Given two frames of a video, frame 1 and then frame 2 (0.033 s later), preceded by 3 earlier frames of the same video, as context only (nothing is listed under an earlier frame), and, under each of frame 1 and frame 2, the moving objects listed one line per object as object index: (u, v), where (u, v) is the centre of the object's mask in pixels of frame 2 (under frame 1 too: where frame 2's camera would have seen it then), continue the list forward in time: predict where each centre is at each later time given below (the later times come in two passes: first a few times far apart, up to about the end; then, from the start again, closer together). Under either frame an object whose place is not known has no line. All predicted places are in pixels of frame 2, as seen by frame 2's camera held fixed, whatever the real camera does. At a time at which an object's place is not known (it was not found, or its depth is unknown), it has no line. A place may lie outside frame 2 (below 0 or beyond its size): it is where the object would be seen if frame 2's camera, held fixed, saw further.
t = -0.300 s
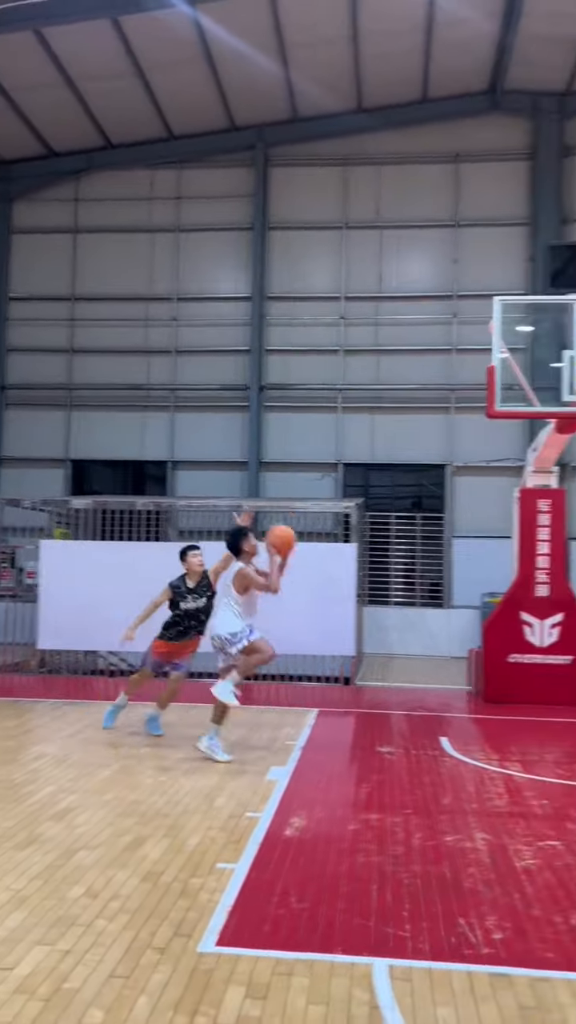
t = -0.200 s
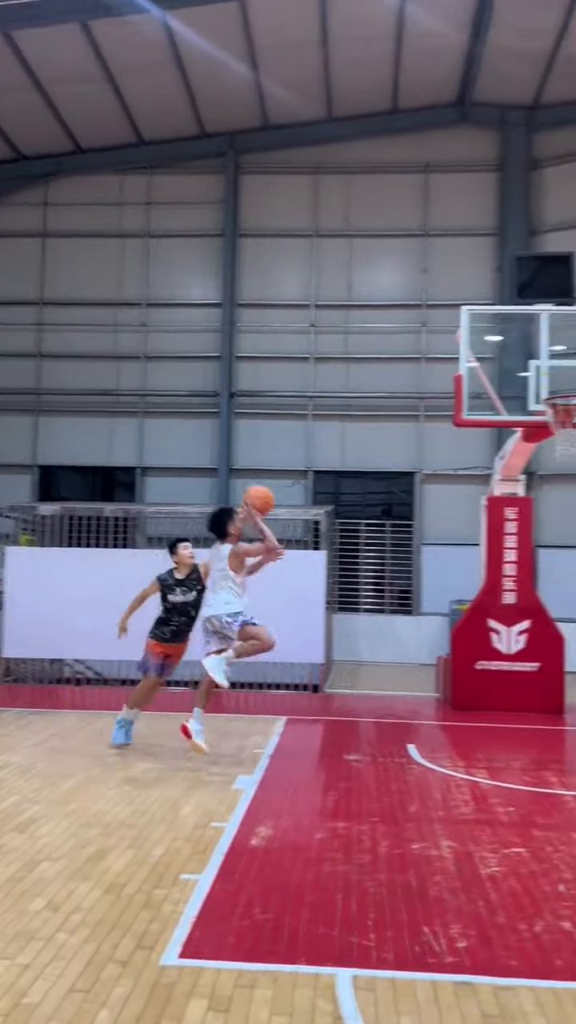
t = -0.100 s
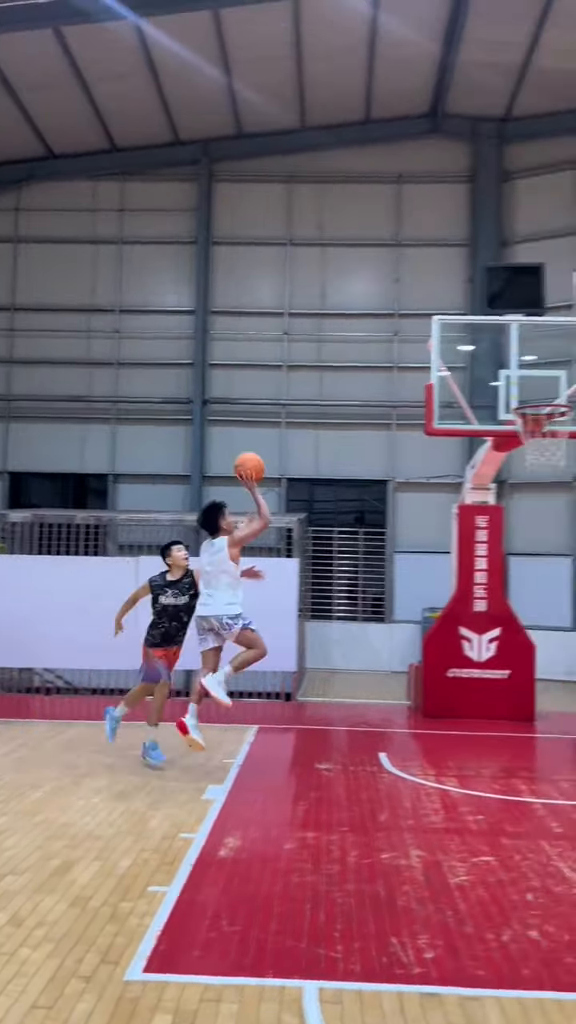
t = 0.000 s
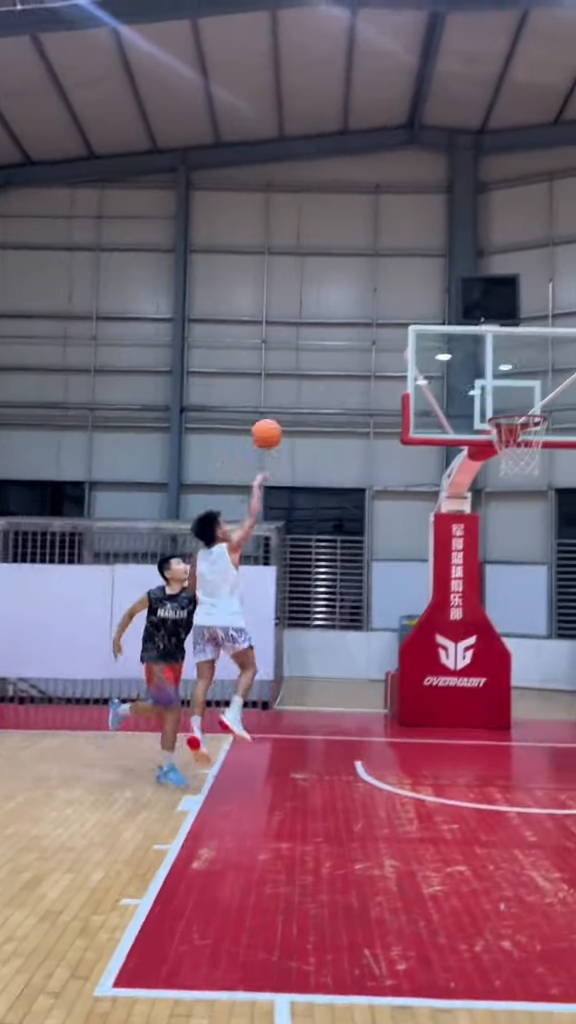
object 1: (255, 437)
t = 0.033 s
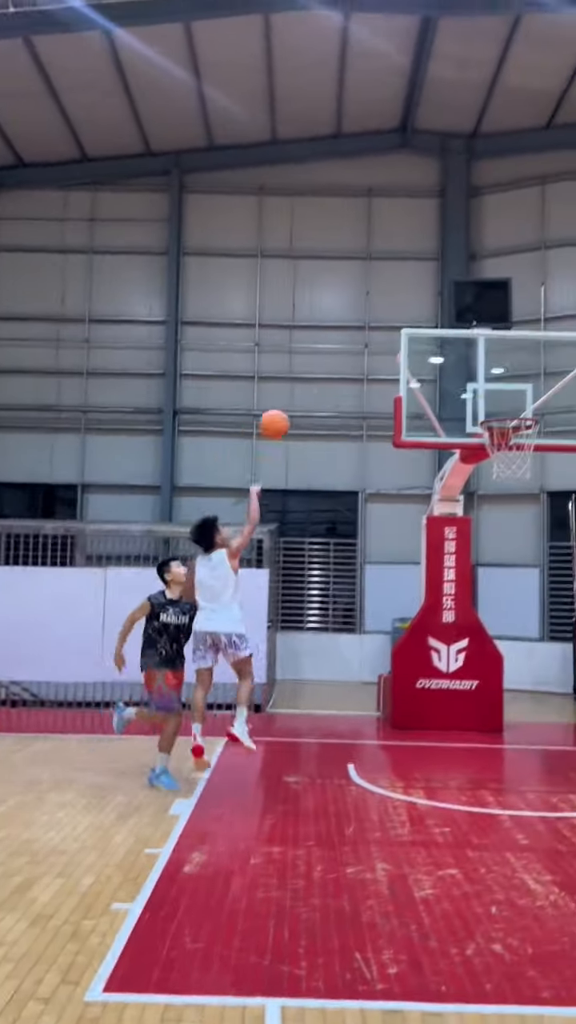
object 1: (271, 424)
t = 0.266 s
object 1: (369, 379)
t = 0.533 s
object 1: (464, 396)
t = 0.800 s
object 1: (531, 449)
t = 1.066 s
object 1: (531, 473)
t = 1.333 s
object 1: (527, 575)
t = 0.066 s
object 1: (286, 414)
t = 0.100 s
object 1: (301, 403)
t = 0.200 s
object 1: (343, 384)
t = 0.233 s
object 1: (357, 381)
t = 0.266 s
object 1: (369, 379)
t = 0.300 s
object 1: (385, 377)
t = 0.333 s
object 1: (396, 376)
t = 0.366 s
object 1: (408, 378)
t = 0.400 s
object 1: (422, 379)
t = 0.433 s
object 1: (434, 383)
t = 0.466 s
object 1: (446, 387)
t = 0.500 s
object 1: (456, 392)
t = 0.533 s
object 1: (464, 396)
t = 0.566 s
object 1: (475, 401)
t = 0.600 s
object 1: (483, 407)
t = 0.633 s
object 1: (493, 410)
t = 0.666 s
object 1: (506, 426)
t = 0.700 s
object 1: (514, 435)
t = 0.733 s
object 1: (525, 446)
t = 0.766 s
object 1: (529, 449)
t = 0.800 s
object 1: (531, 449)
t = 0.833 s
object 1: (531, 450)
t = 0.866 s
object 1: (533, 450)
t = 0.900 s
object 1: (533, 451)
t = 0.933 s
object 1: (533, 452)
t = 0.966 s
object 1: (533, 455)
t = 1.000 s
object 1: (532, 460)
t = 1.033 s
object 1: (531, 466)
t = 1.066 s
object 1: (531, 473)
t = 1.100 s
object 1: (530, 481)
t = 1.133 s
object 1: (530, 490)
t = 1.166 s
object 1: (529, 501)
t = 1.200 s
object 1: (528, 514)
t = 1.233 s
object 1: (528, 526)
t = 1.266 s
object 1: (528, 542)
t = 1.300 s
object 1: (527, 558)
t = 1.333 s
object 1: (527, 575)
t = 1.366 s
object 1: (526, 594)
